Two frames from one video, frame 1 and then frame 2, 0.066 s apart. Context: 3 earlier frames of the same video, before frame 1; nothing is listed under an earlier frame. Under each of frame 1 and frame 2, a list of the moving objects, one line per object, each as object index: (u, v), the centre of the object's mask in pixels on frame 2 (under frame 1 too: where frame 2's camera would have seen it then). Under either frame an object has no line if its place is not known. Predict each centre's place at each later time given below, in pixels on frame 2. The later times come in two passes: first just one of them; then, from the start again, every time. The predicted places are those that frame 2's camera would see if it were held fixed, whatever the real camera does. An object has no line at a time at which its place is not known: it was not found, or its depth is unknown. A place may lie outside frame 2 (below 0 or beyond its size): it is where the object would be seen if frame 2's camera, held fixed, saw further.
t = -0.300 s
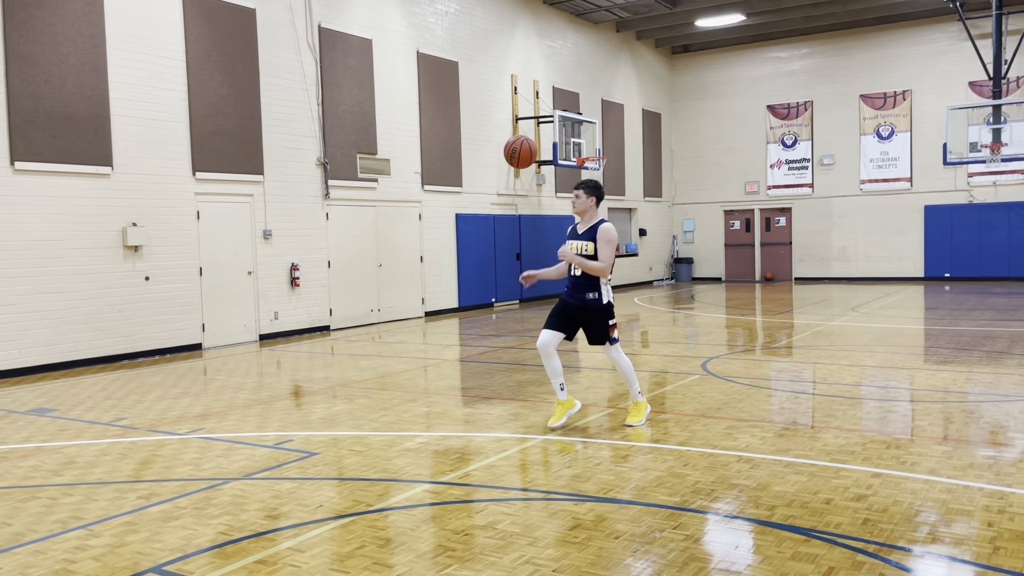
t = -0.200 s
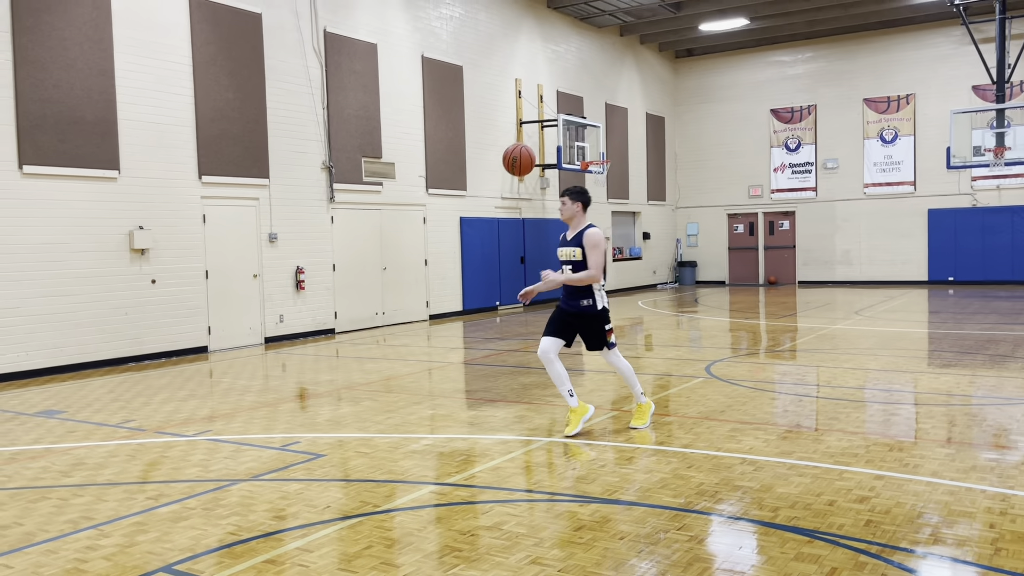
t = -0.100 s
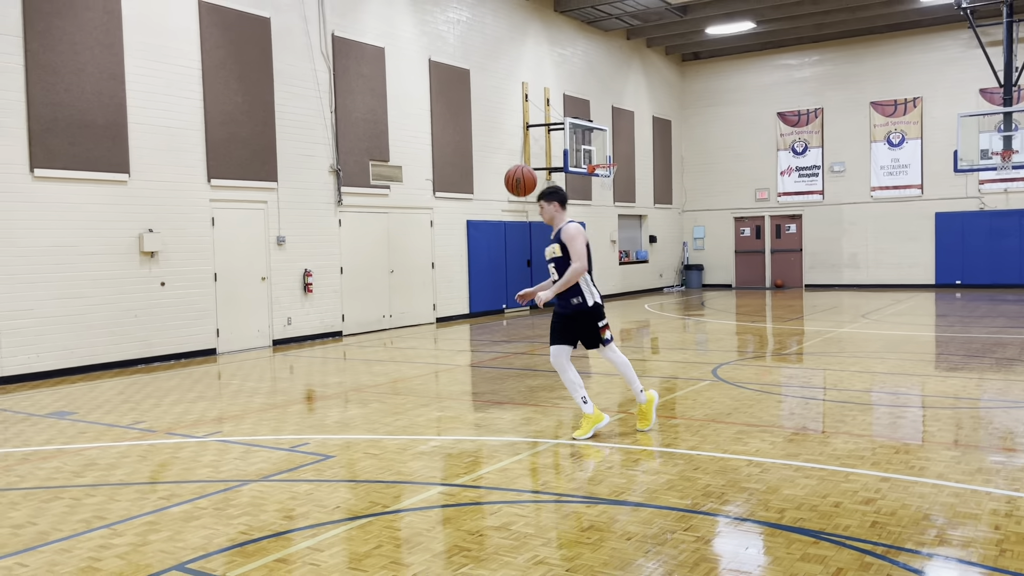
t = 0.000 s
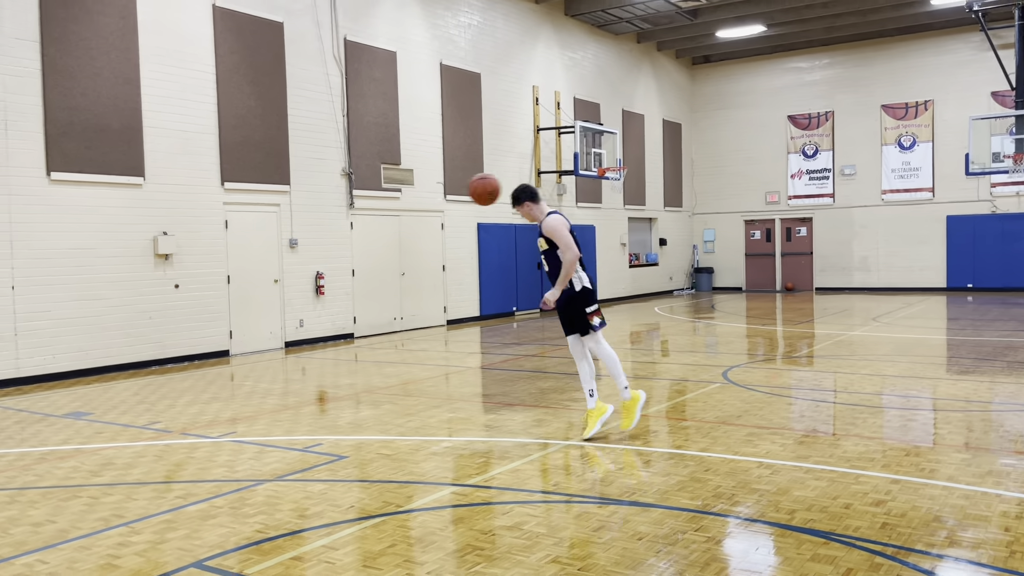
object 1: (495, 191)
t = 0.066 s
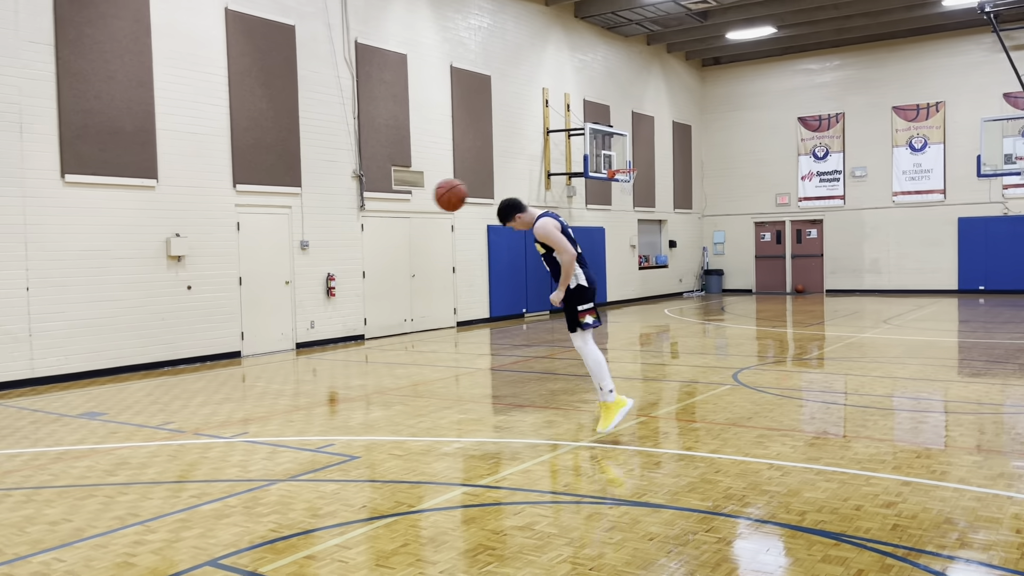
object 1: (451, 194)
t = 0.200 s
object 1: (360, 221)
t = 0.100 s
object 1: (428, 199)
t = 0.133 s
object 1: (406, 205)
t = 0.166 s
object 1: (383, 212)
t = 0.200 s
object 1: (360, 221)
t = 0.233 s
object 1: (337, 232)
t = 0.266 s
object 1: (314, 244)
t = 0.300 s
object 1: (290, 258)
